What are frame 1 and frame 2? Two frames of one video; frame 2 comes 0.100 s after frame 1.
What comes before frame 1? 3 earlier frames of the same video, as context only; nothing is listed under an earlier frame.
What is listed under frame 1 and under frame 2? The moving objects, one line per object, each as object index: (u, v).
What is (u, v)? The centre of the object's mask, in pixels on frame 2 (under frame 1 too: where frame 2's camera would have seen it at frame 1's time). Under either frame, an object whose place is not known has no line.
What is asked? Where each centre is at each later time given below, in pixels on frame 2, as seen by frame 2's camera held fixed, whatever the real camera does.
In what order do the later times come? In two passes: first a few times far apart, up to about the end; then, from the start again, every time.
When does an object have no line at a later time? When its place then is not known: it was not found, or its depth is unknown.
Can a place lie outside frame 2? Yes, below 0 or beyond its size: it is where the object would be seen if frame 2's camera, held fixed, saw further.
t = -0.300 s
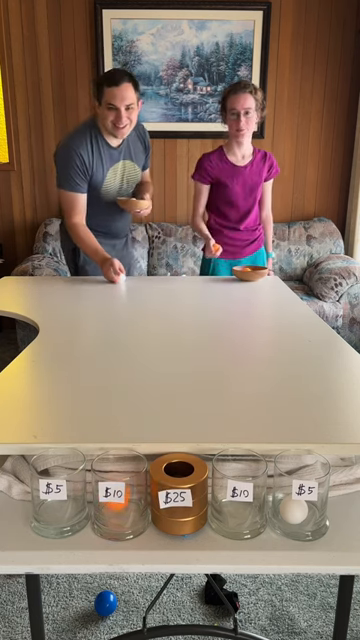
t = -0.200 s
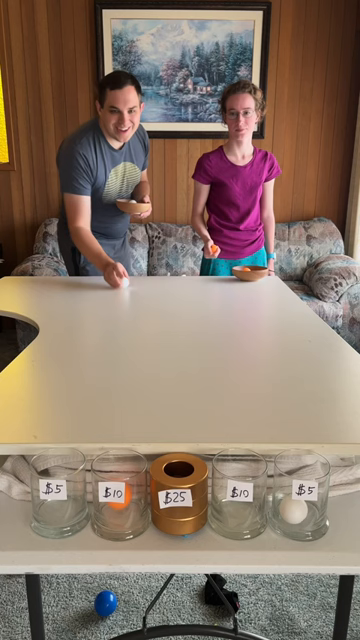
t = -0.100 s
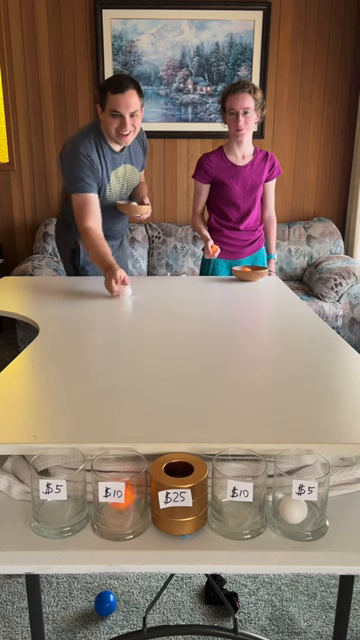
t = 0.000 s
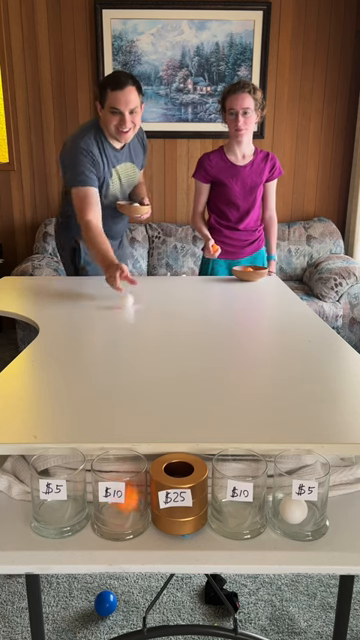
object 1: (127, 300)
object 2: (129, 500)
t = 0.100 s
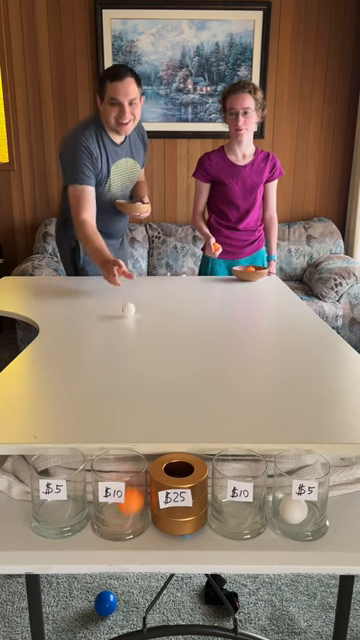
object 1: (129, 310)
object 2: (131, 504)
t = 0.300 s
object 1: (132, 326)
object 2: (130, 507)
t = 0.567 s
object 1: (137, 348)
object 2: (124, 511)
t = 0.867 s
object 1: (144, 376)
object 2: (118, 513)
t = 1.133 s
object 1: (151, 403)
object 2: (117, 513)
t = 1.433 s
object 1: (159, 435)
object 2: (117, 513)
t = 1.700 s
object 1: (163, 490)
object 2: (117, 513)
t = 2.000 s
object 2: (117, 513)
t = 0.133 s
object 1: (129, 312)
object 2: (132, 503)
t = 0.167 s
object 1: (130, 315)
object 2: (132, 503)
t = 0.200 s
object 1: (130, 318)
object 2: (132, 503)
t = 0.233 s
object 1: (130, 320)
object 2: (132, 504)
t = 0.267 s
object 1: (131, 323)
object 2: (131, 505)
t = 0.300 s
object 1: (132, 326)
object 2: (130, 507)
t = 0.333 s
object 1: (133, 328)
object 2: (130, 507)
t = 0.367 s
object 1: (134, 331)
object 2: (129, 508)
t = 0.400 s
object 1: (134, 333)
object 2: (127, 509)
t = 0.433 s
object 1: (134, 336)
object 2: (126, 510)
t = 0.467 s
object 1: (136, 339)
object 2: (126, 511)
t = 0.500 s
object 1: (136, 342)
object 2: (125, 511)
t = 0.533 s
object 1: (137, 345)
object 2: (125, 511)
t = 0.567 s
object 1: (137, 348)
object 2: (124, 511)
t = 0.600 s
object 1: (138, 351)
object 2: (119, 512)
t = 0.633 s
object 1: (139, 353)
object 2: (119, 512)
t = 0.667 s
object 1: (140, 357)
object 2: (119, 513)
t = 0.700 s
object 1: (141, 360)
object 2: (118, 513)
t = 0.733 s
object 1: (141, 363)
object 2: (118, 513)
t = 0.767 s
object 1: (141, 366)
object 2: (118, 513)
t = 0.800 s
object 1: (143, 369)
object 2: (118, 513)
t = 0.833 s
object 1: (143, 372)
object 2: (118, 513)
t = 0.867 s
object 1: (144, 376)
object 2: (118, 513)
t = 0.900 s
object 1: (144, 379)
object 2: (118, 513)
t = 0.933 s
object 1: (145, 382)
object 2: (118, 513)
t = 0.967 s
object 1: (146, 385)
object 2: (118, 513)
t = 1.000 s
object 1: (147, 389)
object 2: (117, 513)
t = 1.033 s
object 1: (148, 392)
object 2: (117, 513)
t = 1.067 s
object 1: (149, 396)
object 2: (117, 513)
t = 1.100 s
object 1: (150, 400)
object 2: (117, 513)
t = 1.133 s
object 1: (151, 403)
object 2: (117, 513)
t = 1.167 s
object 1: (152, 407)
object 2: (117, 513)
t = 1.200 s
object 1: (152, 410)
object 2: (117, 513)
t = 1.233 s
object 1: (153, 413)
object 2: (117, 513)
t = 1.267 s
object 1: (154, 417)
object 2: (117, 513)
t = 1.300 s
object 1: (155, 420)
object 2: (117, 513)
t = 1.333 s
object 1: (156, 424)
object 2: (117, 513)
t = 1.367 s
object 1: (157, 427)
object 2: (117, 513)
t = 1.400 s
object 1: (158, 429)
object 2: (117, 513)
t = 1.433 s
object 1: (159, 435)
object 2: (117, 513)
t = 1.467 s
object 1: (160, 445)
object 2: (117, 513)
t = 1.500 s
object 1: (161, 445)
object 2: (117, 513)
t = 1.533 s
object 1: (161, 451)
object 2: (117, 513)
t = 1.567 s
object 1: (162, 458)
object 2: (117, 513)
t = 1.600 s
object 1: (163, 462)
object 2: (117, 513)
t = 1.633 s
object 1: (164, 470)
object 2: (117, 513)
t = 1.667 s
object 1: (164, 477)
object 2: (117, 513)
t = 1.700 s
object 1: (163, 490)
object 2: (117, 513)
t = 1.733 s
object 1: (164, 512)
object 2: (117, 513)
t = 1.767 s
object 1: (164, 538)
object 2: (117, 513)
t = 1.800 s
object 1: (164, 576)
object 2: (117, 513)
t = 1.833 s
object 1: (163, 618)
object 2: (117, 513)
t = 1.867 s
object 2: (117, 513)
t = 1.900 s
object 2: (117, 513)
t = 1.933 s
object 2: (117, 513)
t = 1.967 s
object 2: (117, 513)
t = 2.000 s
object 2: (117, 513)
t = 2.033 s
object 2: (117, 513)
